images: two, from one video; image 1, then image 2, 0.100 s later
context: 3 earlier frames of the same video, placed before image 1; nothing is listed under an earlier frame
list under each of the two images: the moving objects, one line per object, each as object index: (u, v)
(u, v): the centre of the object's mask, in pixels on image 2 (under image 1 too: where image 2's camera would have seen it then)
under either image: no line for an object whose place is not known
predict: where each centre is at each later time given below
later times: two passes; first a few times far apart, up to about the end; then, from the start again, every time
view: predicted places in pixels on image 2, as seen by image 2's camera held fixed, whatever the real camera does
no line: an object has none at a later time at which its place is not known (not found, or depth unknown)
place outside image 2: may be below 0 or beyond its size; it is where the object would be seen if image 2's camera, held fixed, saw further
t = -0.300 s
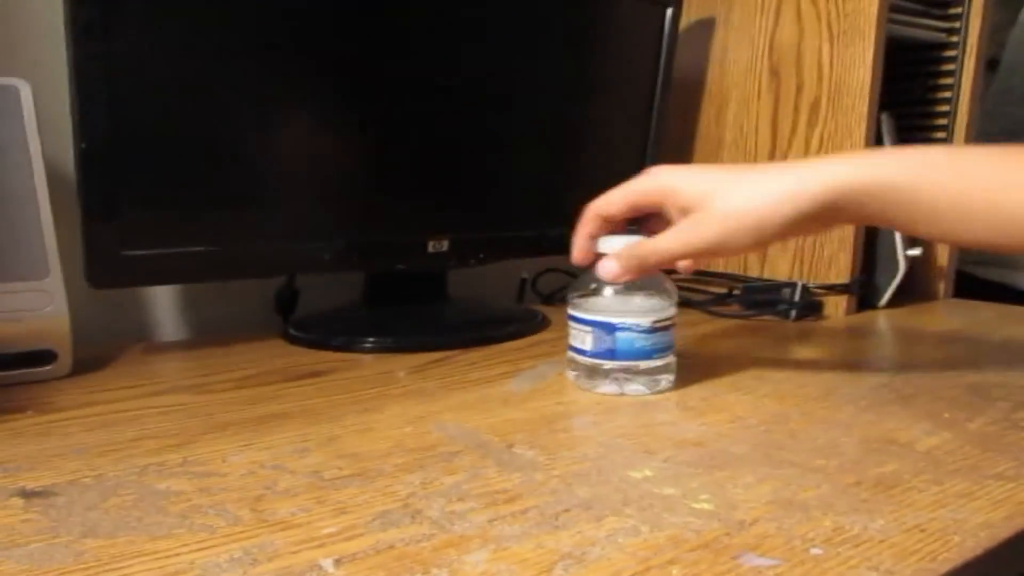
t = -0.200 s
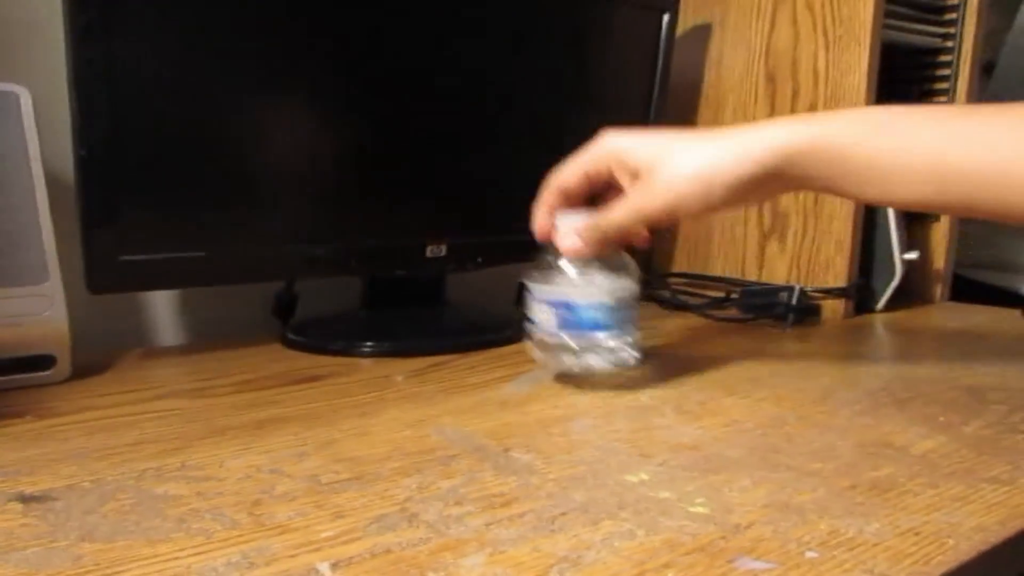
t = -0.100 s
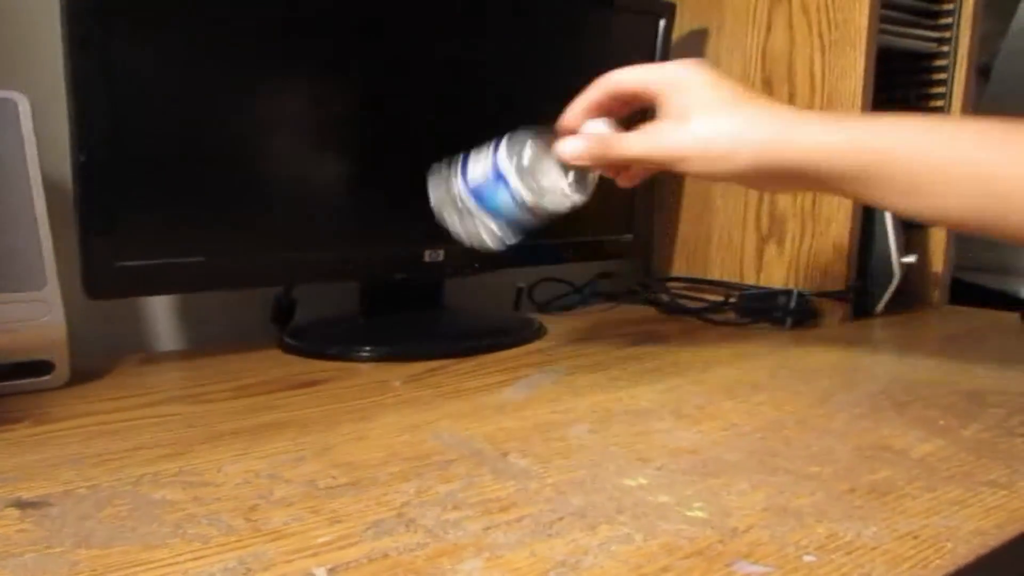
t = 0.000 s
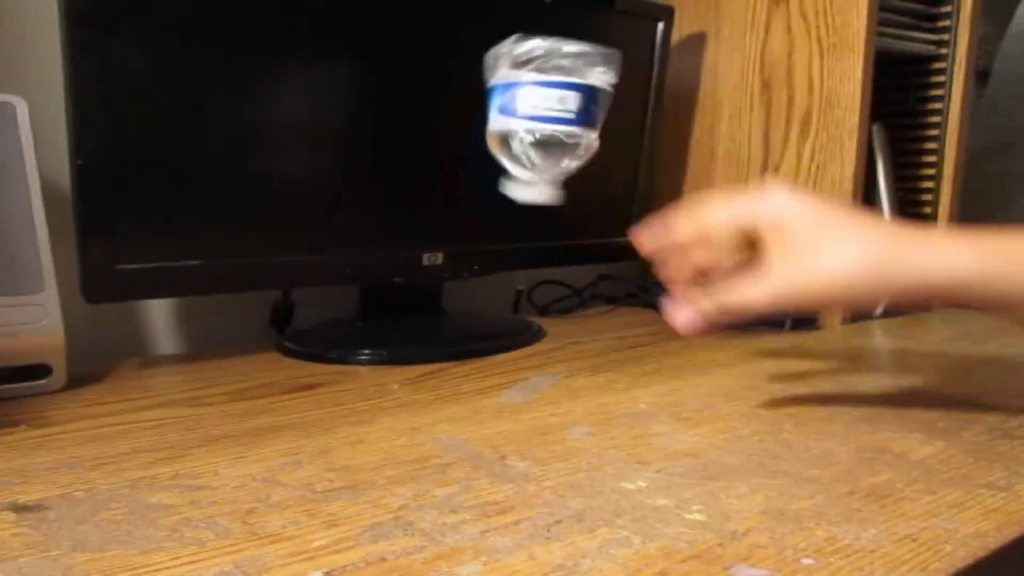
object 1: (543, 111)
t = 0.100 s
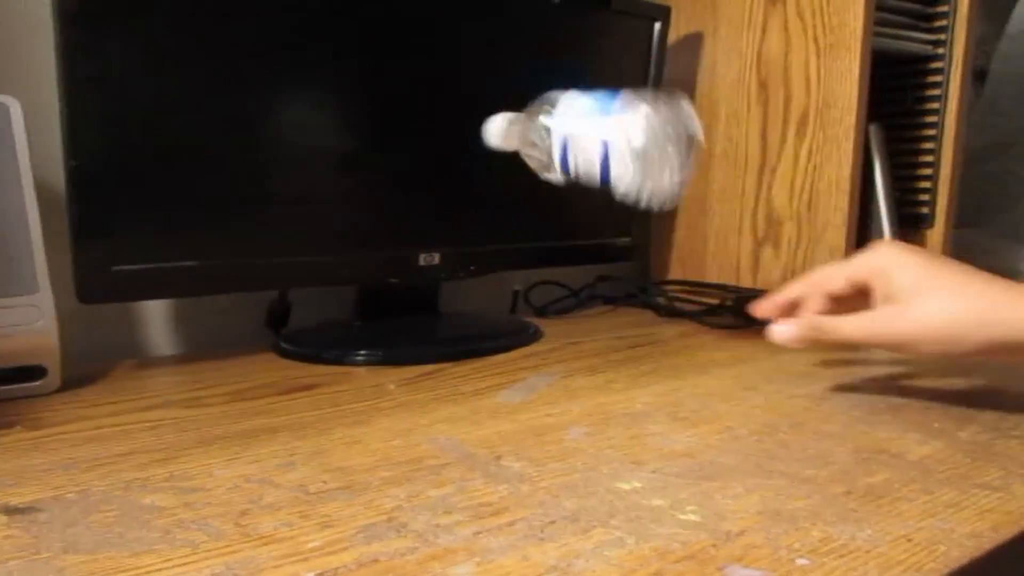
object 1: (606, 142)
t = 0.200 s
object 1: (664, 319)
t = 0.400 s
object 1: (699, 340)
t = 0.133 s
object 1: (621, 186)
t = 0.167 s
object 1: (638, 244)
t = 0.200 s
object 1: (664, 319)
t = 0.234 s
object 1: (679, 333)
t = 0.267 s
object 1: (687, 336)
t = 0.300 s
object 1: (694, 339)
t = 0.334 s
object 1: (697, 340)
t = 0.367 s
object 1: (699, 339)
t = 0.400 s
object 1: (699, 340)
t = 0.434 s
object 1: (699, 340)
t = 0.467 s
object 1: (699, 340)
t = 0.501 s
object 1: (699, 340)
